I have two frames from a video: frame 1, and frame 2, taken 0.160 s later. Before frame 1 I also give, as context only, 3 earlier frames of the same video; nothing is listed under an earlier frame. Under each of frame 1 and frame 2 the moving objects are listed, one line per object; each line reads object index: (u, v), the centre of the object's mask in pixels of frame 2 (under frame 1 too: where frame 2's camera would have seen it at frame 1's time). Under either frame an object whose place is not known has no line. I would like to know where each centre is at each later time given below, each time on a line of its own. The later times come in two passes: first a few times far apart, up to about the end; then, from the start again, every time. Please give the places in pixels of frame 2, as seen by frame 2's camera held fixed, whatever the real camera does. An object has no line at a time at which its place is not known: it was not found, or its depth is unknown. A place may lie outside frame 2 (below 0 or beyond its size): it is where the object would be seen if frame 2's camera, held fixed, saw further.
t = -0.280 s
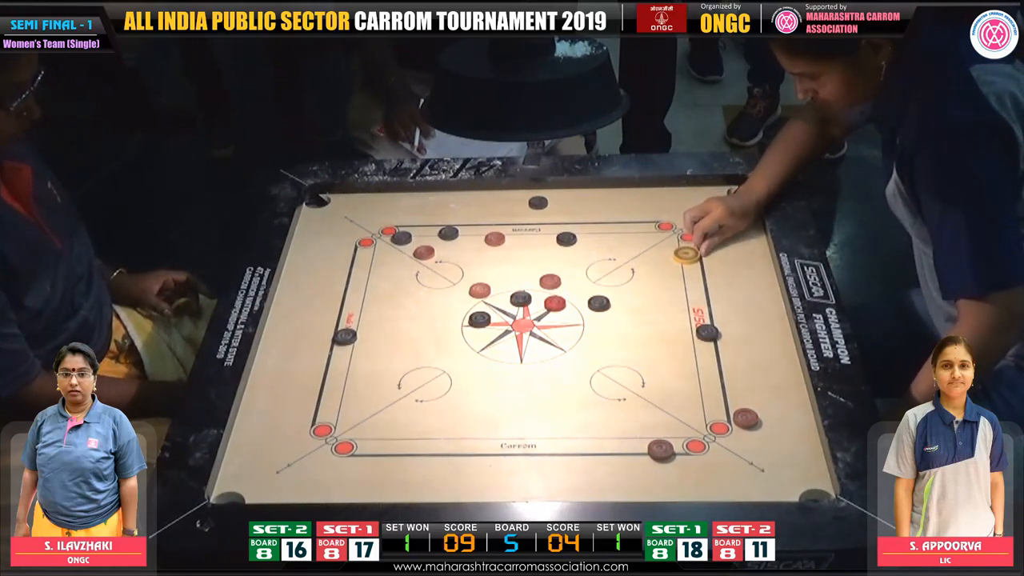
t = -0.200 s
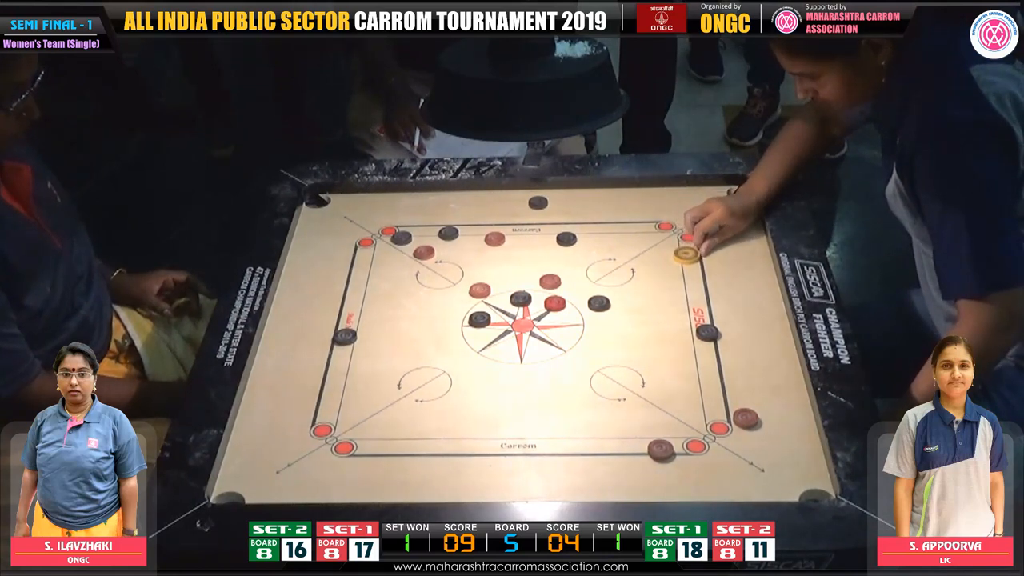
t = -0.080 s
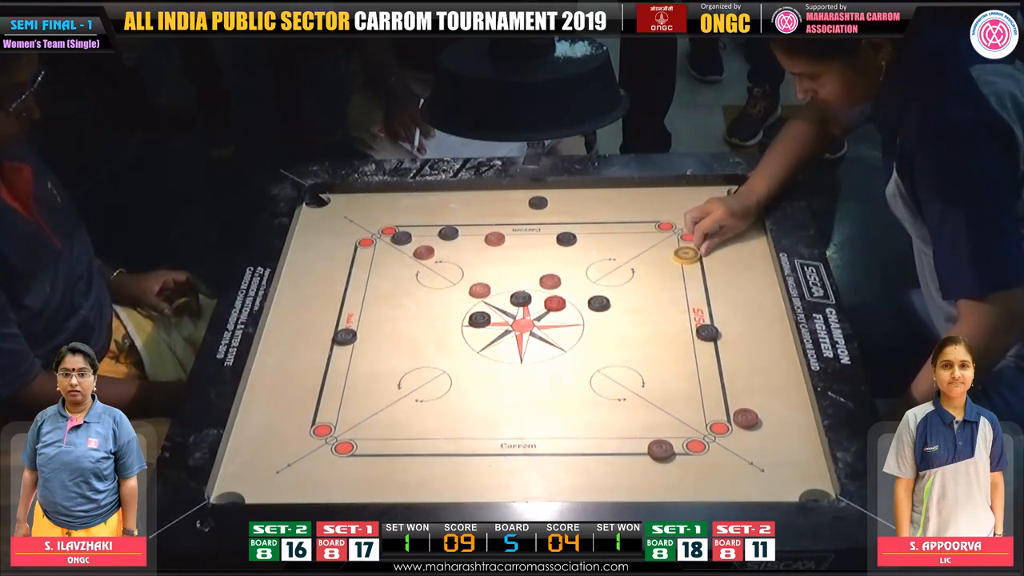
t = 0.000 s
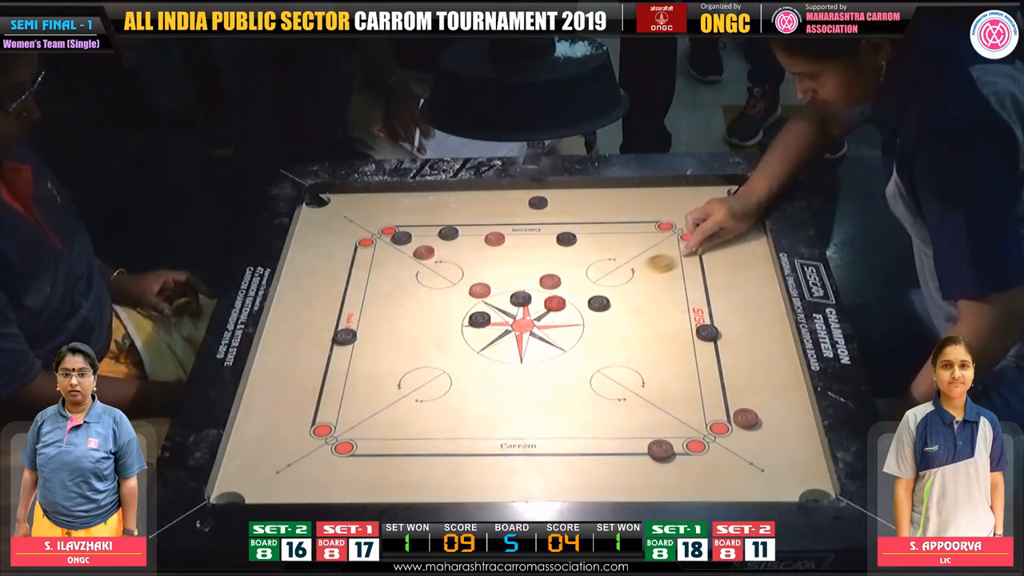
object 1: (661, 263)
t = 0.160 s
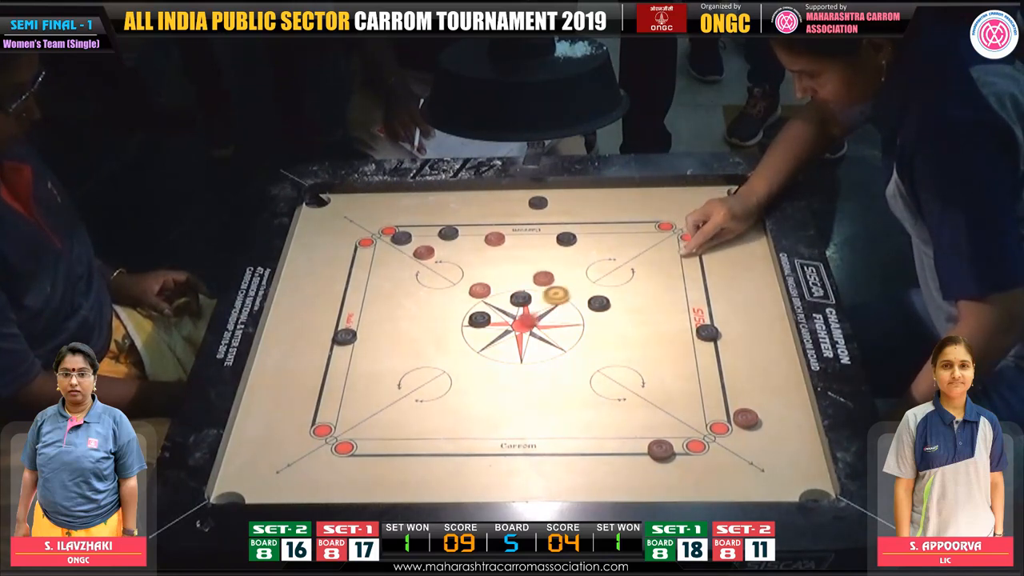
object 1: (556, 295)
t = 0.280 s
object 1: (533, 302)
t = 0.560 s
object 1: (524, 305)
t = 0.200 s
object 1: (544, 298)
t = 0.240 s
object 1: (539, 301)
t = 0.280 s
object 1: (533, 302)
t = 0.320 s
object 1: (529, 303)
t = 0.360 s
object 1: (526, 305)
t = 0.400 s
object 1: (525, 305)
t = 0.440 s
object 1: (524, 305)
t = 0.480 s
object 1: (524, 305)
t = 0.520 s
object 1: (524, 305)
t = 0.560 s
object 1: (524, 305)
